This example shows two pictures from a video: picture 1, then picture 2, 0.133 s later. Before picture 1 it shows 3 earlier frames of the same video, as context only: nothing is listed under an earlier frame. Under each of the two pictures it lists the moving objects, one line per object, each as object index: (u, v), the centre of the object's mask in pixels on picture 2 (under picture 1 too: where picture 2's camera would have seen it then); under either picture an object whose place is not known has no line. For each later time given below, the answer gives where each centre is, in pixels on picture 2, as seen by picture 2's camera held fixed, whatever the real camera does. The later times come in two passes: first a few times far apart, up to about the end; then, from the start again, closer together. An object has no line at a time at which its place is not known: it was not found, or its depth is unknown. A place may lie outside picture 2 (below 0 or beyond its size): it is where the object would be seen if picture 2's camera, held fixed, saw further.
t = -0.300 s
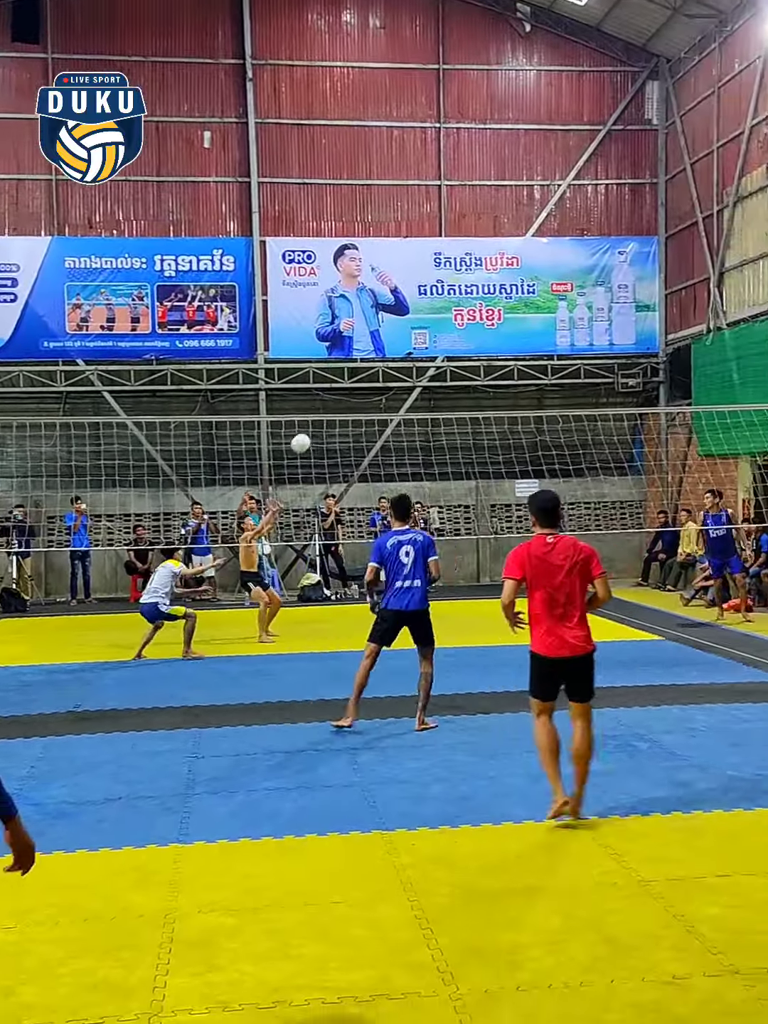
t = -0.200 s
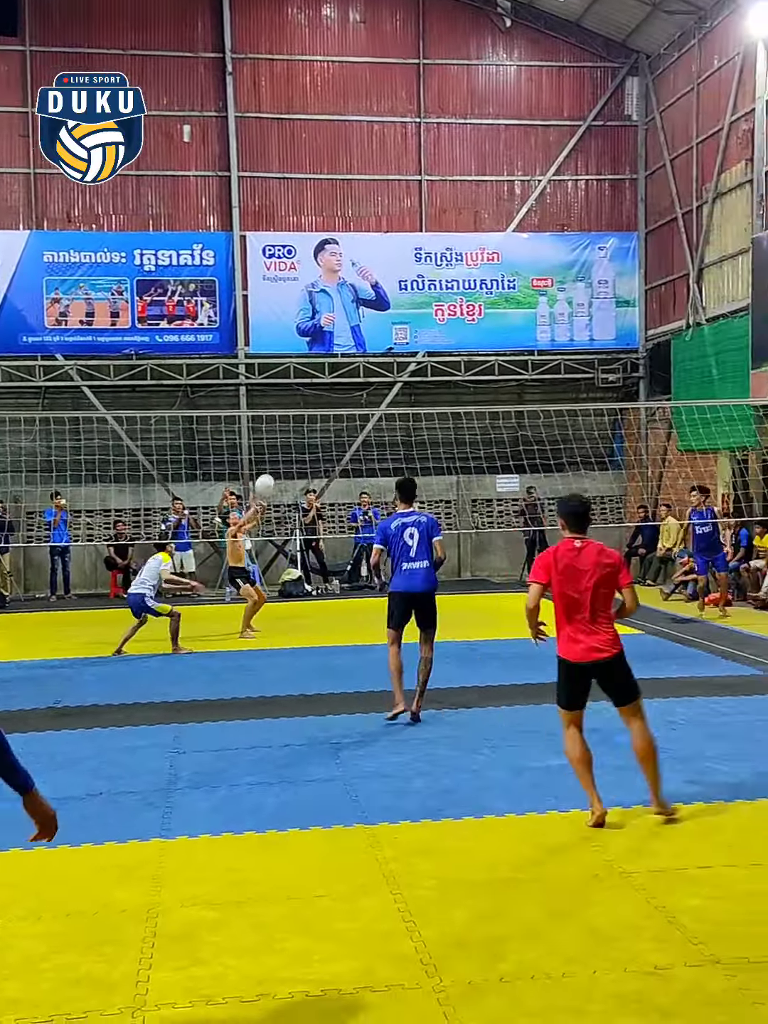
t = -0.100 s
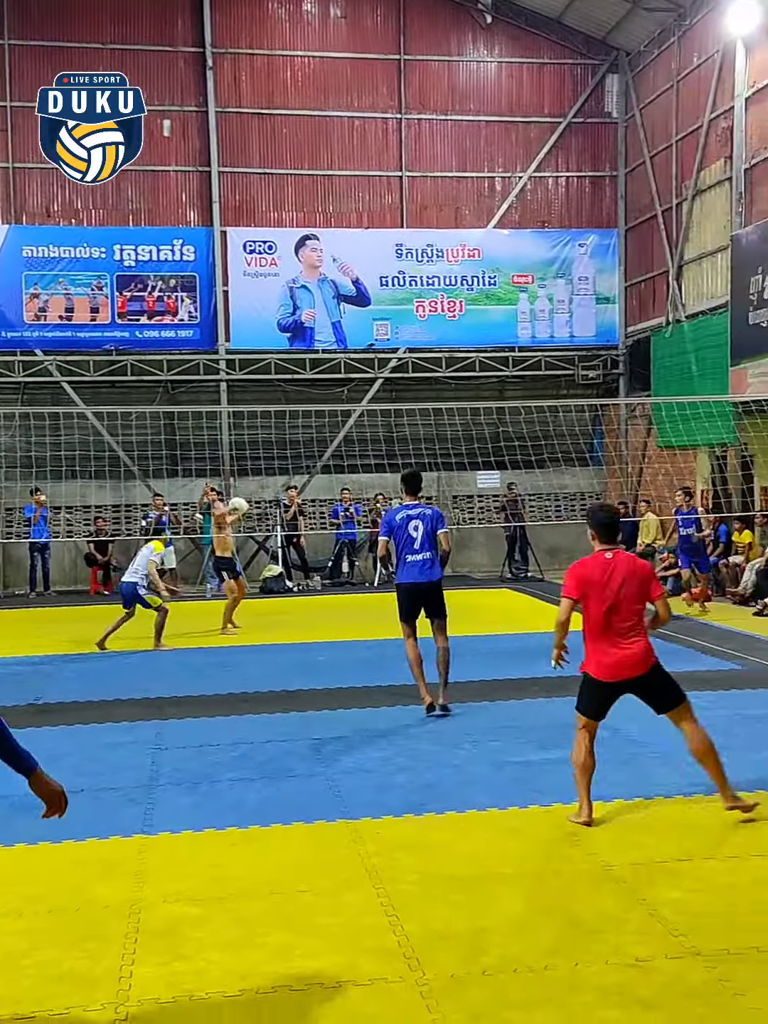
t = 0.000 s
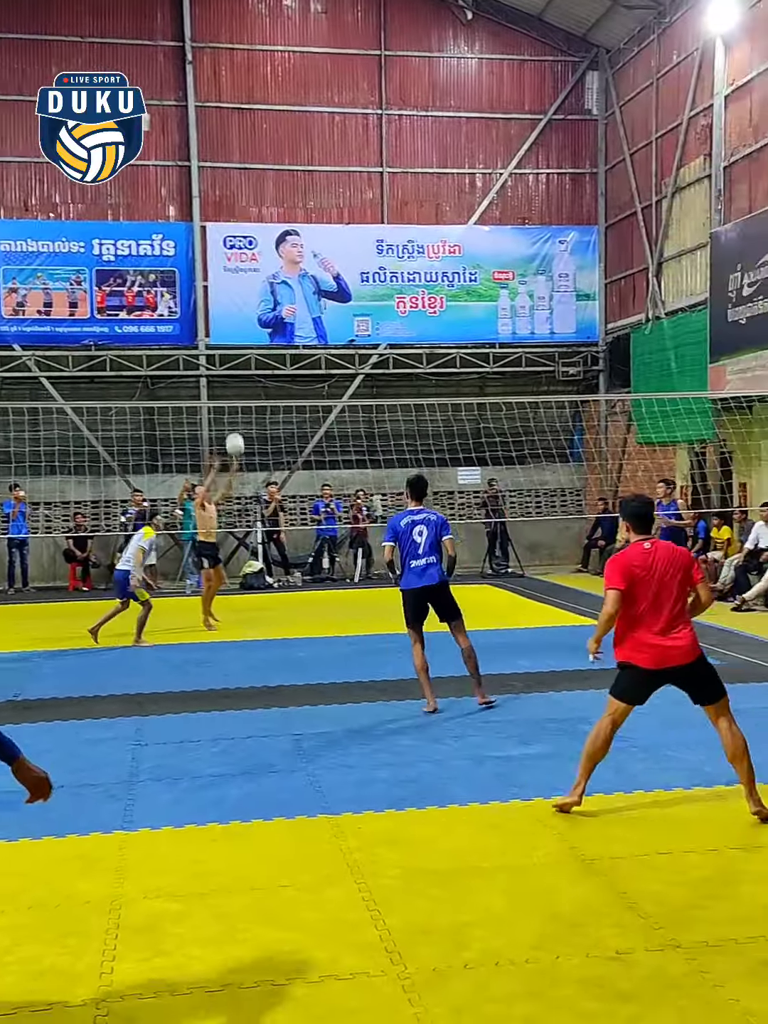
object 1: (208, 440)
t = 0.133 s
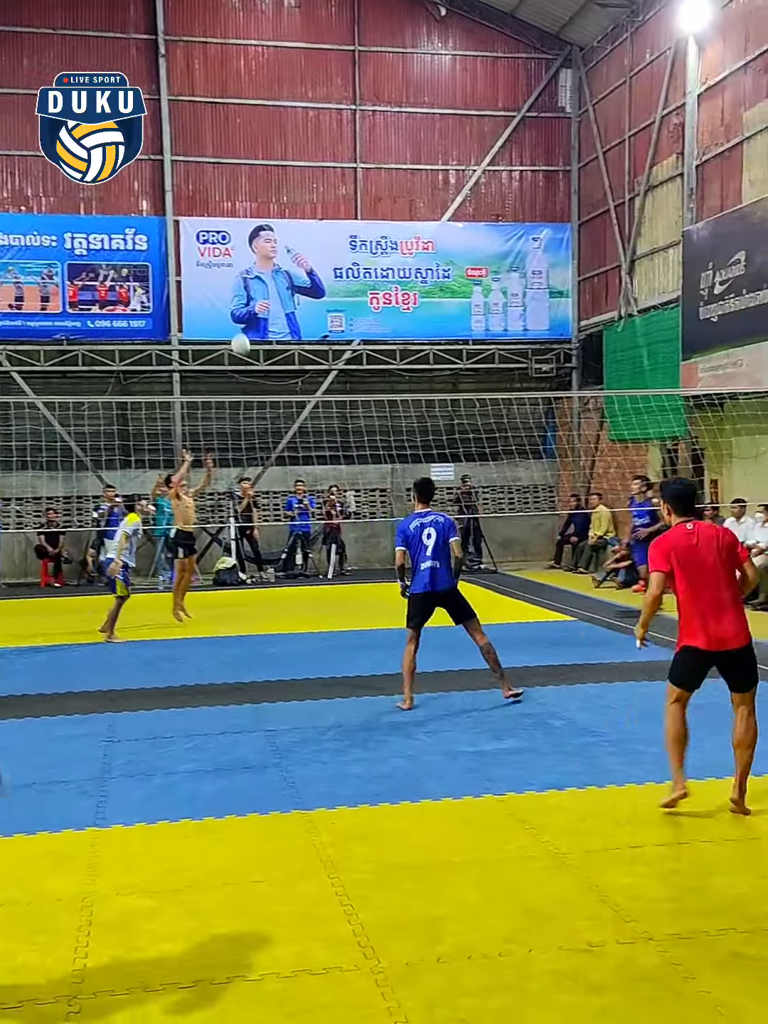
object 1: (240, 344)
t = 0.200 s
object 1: (256, 303)
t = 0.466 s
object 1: (325, 175)
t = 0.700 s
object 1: (387, 113)
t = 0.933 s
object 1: (453, 102)
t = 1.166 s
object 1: (520, 140)
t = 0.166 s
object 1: (248, 323)
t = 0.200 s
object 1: (256, 303)
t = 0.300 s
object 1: (282, 249)
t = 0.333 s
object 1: (291, 233)
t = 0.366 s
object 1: (299, 215)
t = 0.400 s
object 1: (307, 201)
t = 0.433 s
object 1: (316, 188)
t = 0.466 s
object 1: (325, 175)
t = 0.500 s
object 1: (333, 163)
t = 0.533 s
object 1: (342, 153)
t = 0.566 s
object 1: (351, 143)
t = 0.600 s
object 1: (361, 134)
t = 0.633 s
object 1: (369, 127)
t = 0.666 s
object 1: (378, 120)
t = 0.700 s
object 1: (387, 113)
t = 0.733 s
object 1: (397, 109)
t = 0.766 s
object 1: (406, 106)
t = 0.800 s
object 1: (415, 103)
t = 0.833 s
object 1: (424, 101)
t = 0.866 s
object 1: (434, 101)
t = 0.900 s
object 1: (443, 101)
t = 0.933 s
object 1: (453, 102)
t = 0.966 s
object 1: (462, 104)
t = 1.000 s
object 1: (472, 108)
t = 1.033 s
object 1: (481, 112)
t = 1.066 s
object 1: (491, 117)
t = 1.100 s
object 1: (500, 124)
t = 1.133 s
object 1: (510, 131)
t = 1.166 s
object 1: (520, 140)
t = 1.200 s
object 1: (529, 149)
